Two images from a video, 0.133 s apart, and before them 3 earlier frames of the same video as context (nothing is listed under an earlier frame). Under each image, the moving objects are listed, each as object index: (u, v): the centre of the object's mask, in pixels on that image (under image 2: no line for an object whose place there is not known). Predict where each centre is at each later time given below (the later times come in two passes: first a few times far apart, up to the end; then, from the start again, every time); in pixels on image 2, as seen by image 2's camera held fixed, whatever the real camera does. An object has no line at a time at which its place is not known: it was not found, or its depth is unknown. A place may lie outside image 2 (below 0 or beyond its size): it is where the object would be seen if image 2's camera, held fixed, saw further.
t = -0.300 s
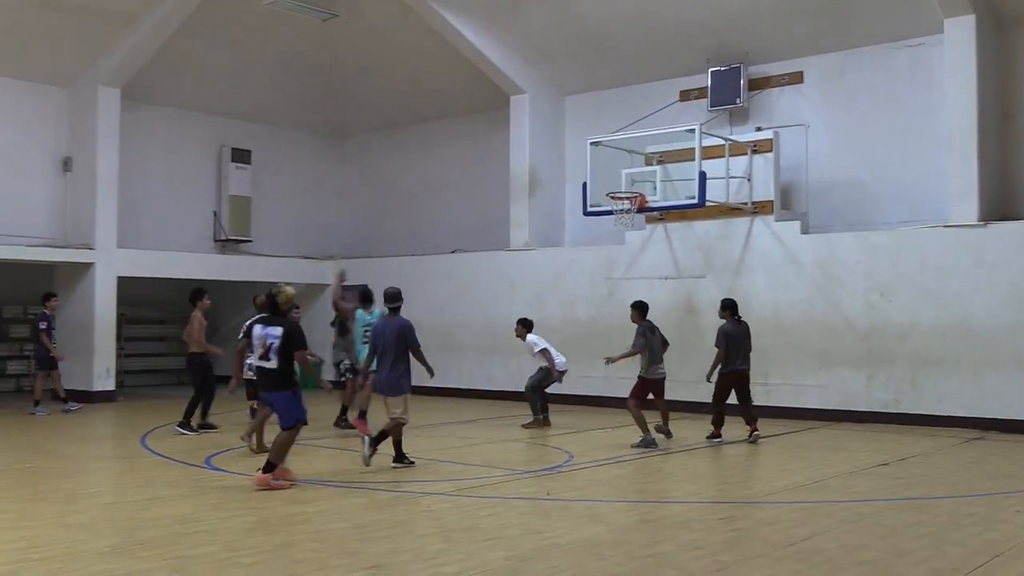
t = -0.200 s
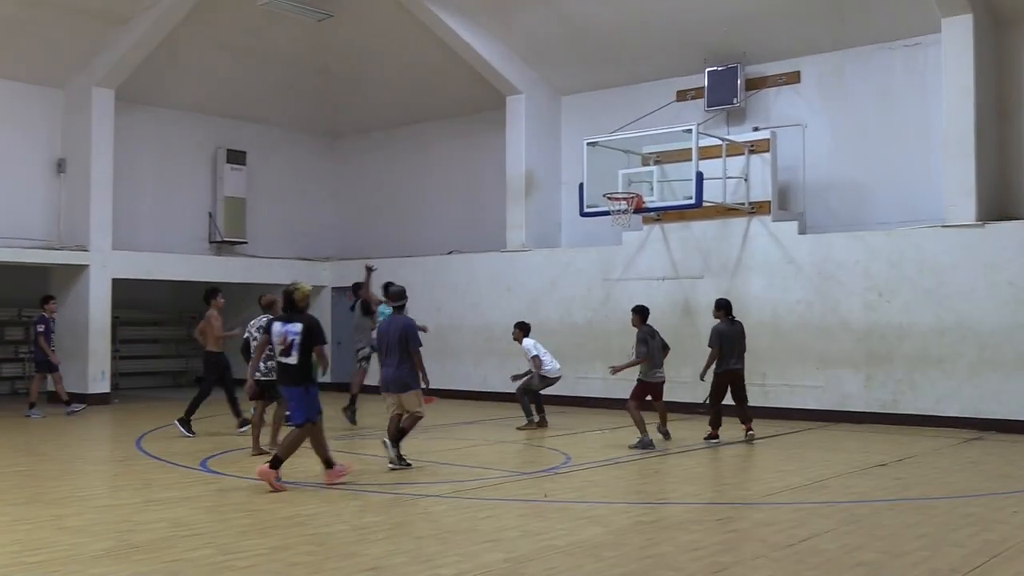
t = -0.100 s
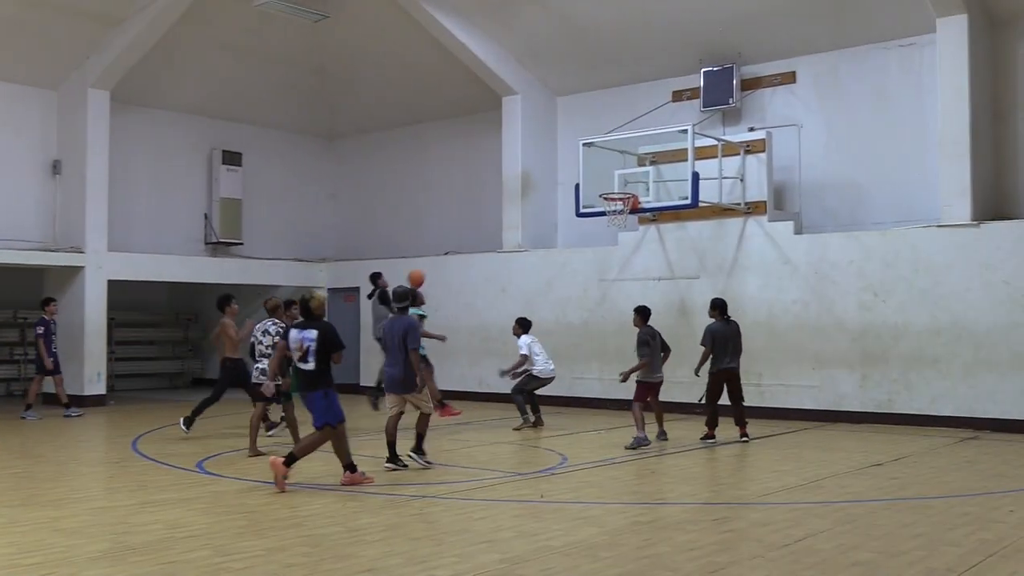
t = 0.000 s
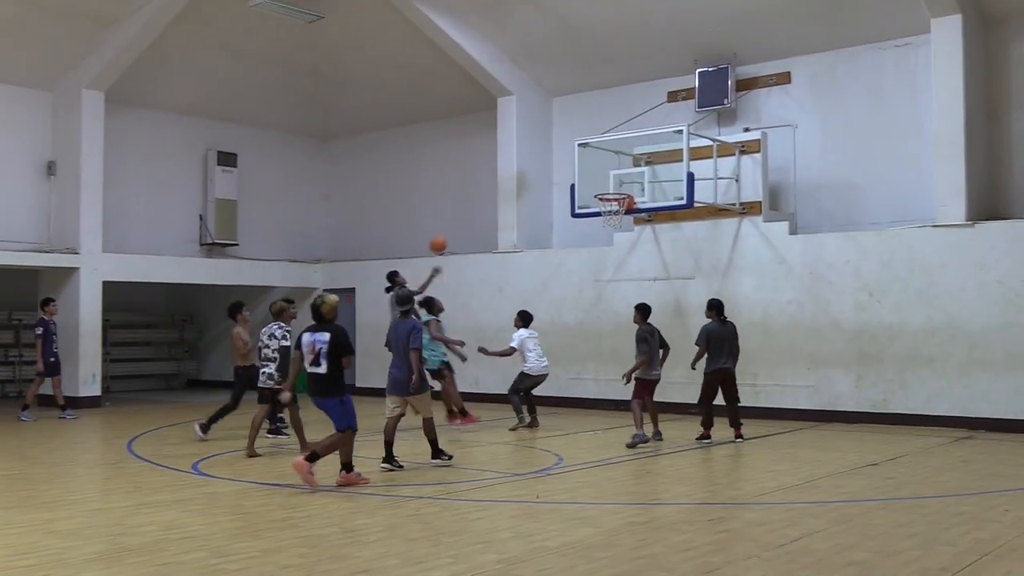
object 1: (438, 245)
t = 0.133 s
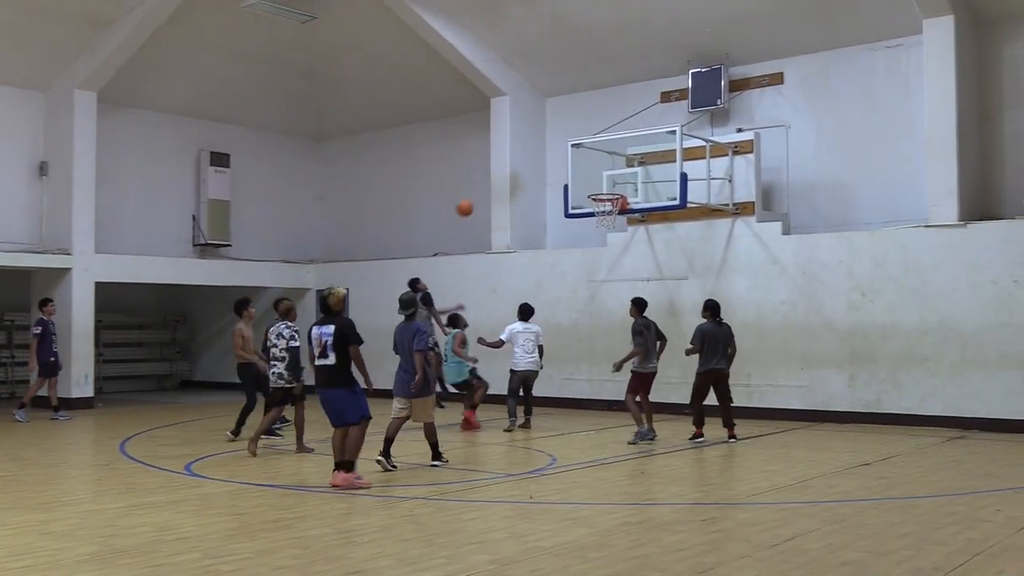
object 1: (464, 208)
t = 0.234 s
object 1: (489, 188)
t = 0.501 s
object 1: (554, 171)
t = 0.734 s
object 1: (589, 188)
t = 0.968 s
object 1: (570, 178)
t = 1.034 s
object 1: (565, 180)
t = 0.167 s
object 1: (473, 201)
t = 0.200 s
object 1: (481, 195)
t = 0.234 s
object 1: (489, 188)
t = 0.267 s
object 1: (497, 184)
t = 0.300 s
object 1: (505, 179)
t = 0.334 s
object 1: (513, 176)
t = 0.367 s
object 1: (521, 173)
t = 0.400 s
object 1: (529, 172)
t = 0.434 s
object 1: (538, 171)
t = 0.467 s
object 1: (546, 171)
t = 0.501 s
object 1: (554, 171)
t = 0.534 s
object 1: (562, 173)
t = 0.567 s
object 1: (570, 175)
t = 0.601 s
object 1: (577, 178)
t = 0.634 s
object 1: (586, 182)
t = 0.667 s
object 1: (589, 185)
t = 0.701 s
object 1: (589, 186)
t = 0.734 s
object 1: (589, 188)
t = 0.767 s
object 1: (589, 190)
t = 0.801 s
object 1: (586, 187)
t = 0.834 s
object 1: (583, 184)
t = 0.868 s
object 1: (580, 181)
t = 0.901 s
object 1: (577, 179)
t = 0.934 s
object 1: (574, 178)
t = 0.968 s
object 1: (570, 178)
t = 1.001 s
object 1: (568, 179)
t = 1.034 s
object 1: (565, 180)
